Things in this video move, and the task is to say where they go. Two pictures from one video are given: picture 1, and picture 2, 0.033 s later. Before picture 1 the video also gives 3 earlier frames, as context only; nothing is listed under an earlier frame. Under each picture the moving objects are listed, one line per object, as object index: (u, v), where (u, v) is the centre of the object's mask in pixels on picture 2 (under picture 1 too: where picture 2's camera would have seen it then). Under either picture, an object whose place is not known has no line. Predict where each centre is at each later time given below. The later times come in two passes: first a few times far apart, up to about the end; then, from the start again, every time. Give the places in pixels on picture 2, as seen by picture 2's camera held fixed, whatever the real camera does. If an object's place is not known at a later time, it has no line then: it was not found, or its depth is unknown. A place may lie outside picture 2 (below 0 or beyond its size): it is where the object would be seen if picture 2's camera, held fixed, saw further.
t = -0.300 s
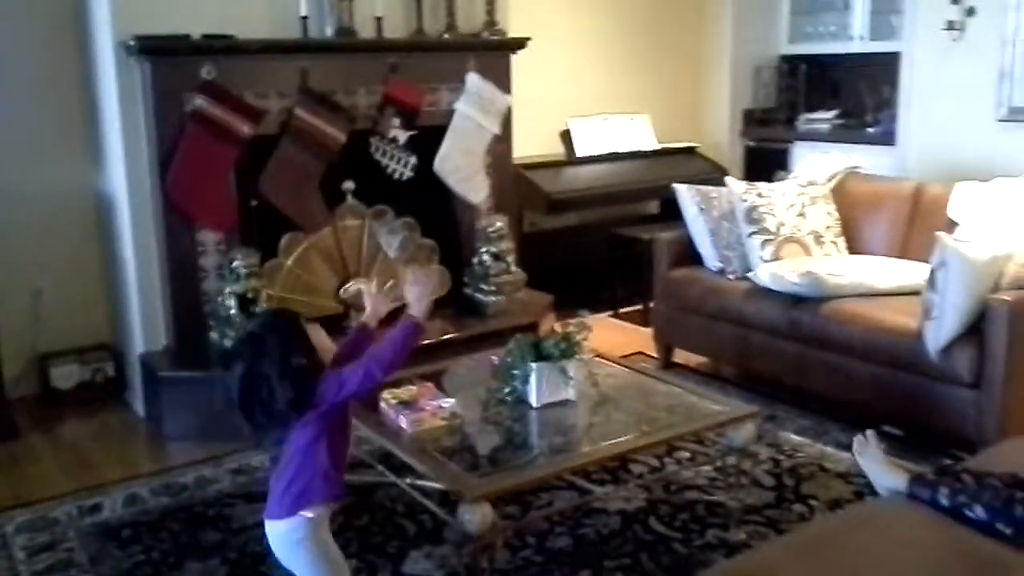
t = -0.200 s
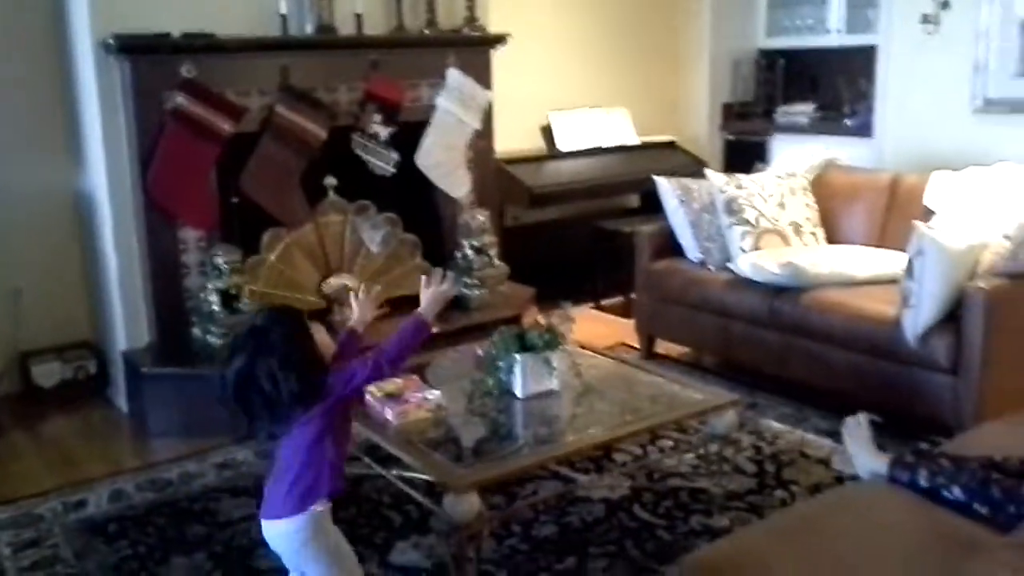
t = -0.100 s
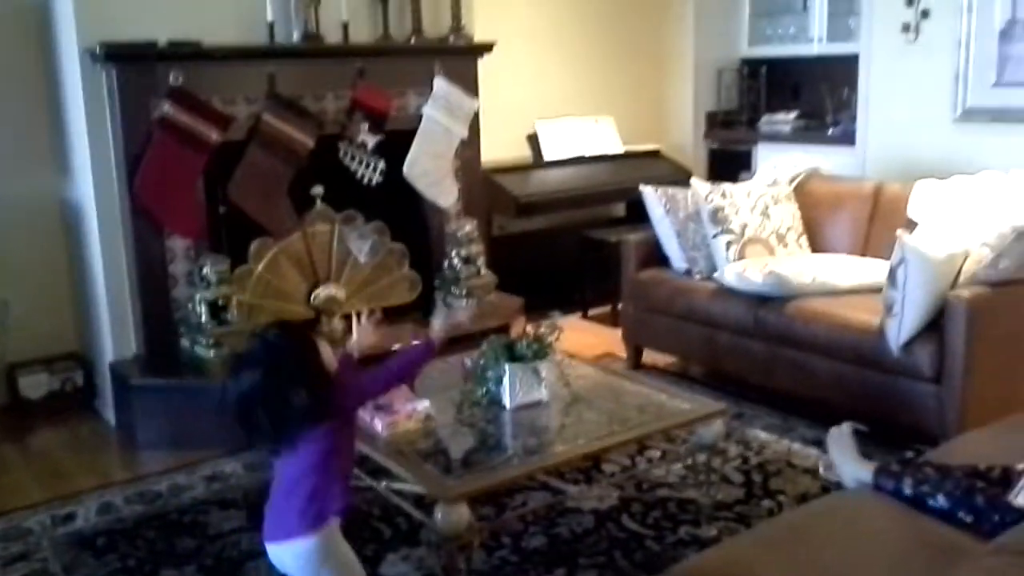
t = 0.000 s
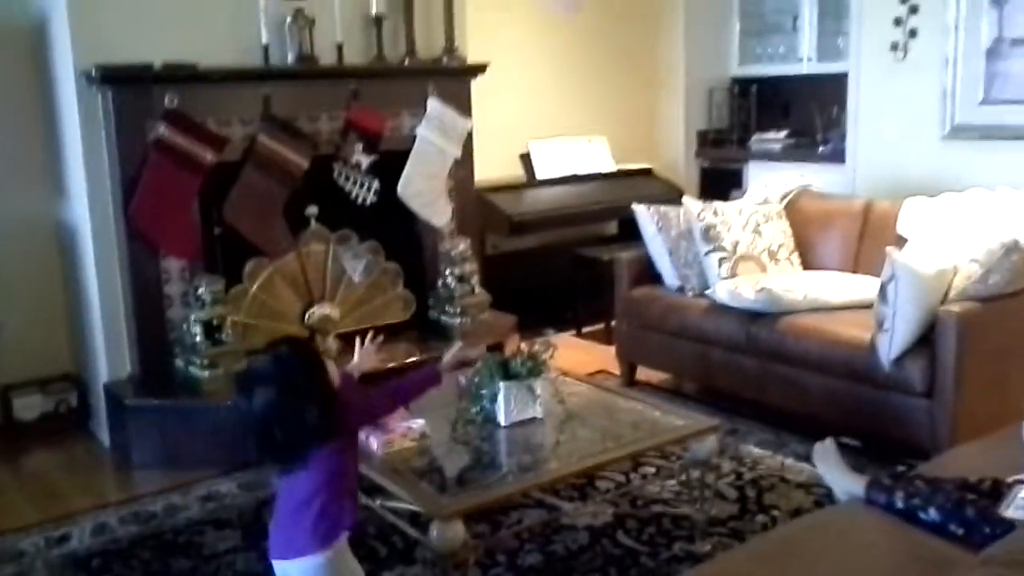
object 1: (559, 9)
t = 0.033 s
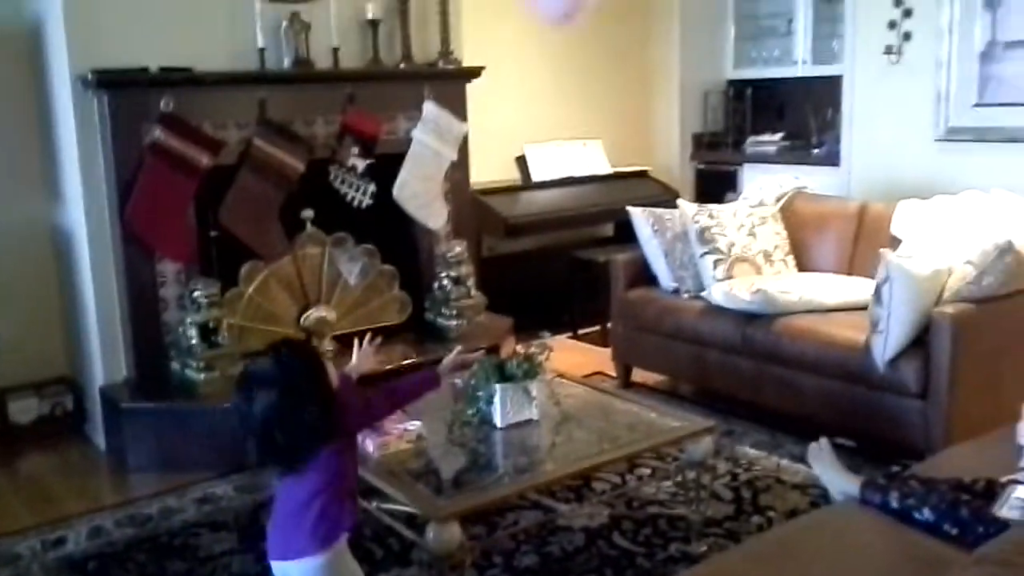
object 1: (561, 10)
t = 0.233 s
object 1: (572, 62)
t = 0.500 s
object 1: (562, 185)
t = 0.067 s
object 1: (563, 14)
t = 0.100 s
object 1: (565, 17)
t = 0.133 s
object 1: (568, 20)
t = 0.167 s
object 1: (570, 29)
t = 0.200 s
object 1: (570, 45)
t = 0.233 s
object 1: (572, 62)
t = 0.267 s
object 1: (572, 75)
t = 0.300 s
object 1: (570, 94)
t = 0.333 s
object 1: (568, 108)
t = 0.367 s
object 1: (567, 122)
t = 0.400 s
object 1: (566, 139)
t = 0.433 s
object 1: (564, 157)
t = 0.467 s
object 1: (563, 170)
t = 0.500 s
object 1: (562, 185)
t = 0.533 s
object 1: (561, 198)
